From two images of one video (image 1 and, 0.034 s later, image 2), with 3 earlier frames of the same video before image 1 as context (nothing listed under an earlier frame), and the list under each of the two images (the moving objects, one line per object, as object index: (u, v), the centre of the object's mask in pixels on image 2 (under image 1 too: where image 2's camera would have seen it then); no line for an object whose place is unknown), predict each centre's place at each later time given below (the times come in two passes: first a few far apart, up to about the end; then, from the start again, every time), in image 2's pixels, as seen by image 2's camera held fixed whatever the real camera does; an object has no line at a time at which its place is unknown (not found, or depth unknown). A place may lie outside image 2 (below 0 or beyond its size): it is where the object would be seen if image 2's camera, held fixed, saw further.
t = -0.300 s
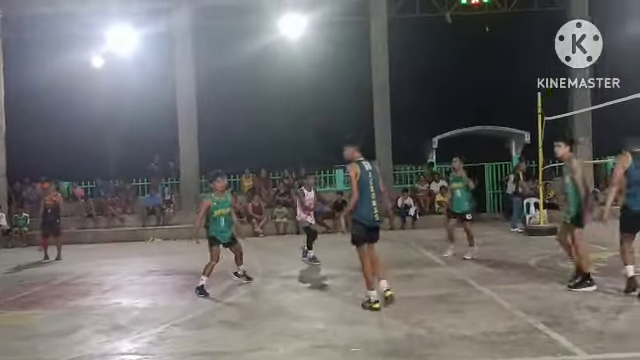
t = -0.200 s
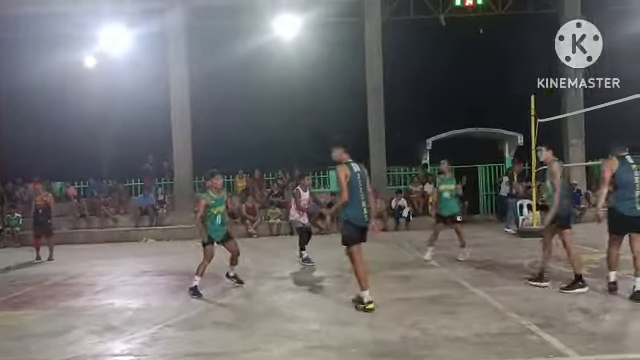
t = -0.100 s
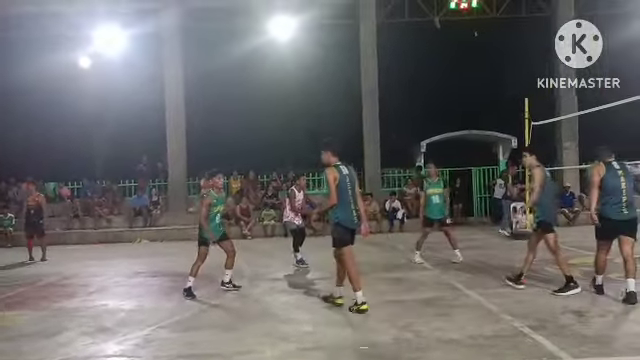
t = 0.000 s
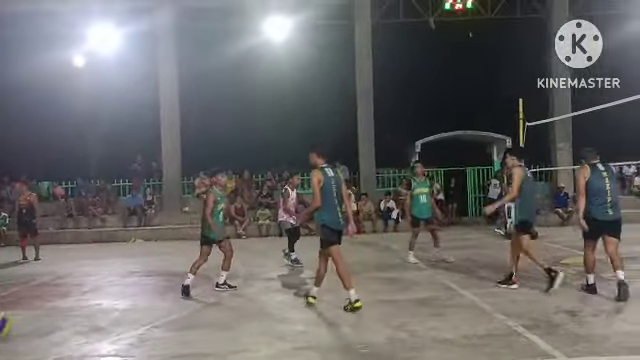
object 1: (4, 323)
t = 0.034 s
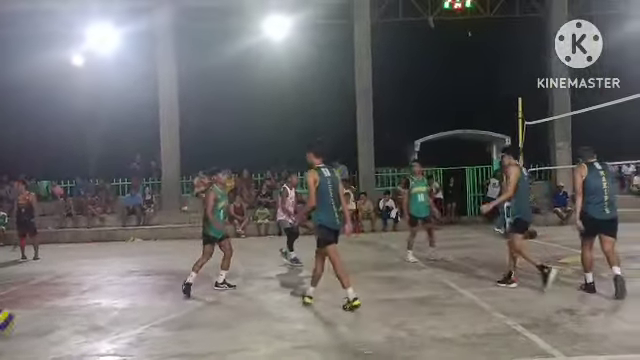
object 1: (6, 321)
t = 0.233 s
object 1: (24, 316)
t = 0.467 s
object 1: (55, 330)
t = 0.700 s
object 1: (82, 332)
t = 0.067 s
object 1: (8, 316)
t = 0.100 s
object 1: (11, 314)
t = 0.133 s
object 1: (13, 314)
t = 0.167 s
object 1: (16, 314)
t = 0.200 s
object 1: (20, 315)
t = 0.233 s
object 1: (24, 316)
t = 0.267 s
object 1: (31, 325)
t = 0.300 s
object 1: (36, 330)
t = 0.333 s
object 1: (40, 330)
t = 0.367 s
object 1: (44, 329)
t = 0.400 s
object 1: (47, 328)
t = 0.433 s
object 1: (50, 328)
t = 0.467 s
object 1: (55, 330)
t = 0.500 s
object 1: (58, 331)
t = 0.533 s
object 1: (61, 331)
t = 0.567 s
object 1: (65, 332)
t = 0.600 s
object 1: (69, 332)
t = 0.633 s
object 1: (72, 332)
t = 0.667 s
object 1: (78, 332)
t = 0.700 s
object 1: (82, 332)
